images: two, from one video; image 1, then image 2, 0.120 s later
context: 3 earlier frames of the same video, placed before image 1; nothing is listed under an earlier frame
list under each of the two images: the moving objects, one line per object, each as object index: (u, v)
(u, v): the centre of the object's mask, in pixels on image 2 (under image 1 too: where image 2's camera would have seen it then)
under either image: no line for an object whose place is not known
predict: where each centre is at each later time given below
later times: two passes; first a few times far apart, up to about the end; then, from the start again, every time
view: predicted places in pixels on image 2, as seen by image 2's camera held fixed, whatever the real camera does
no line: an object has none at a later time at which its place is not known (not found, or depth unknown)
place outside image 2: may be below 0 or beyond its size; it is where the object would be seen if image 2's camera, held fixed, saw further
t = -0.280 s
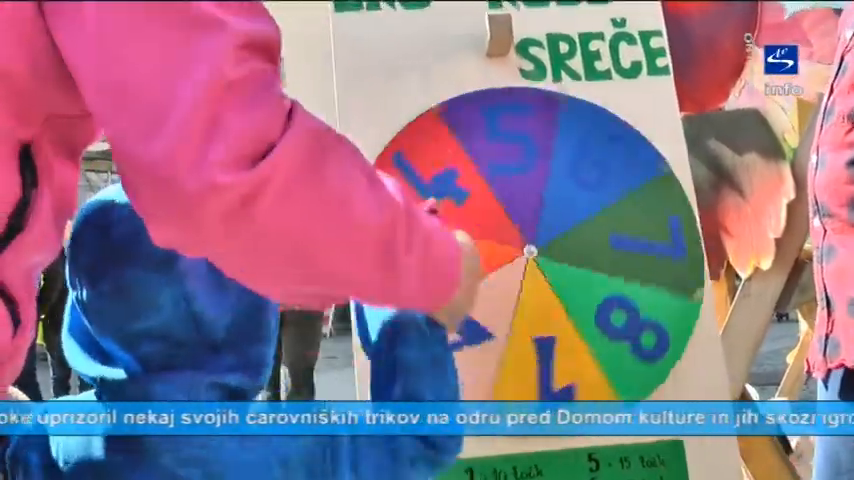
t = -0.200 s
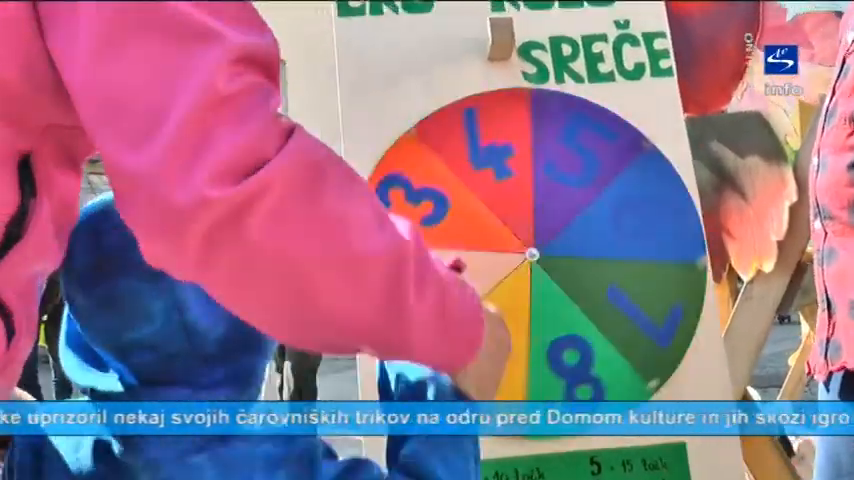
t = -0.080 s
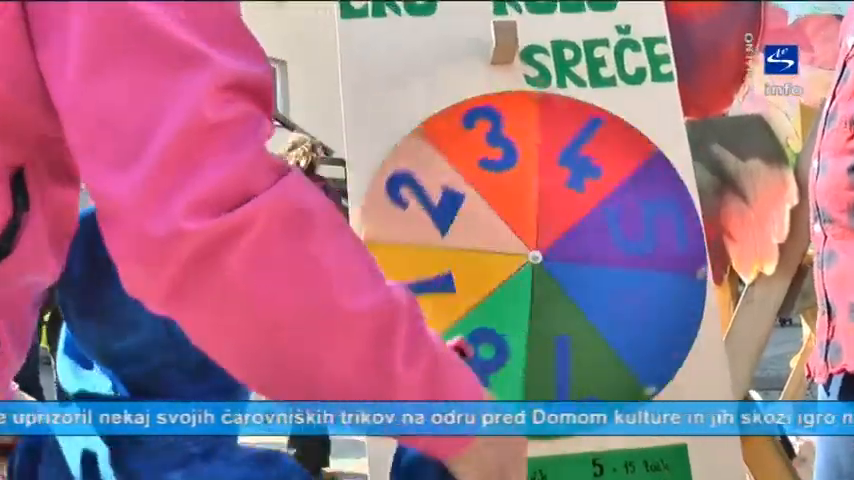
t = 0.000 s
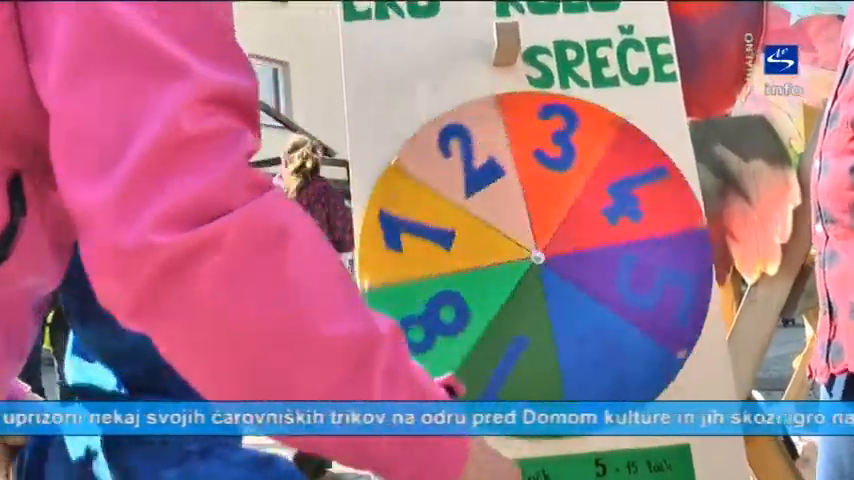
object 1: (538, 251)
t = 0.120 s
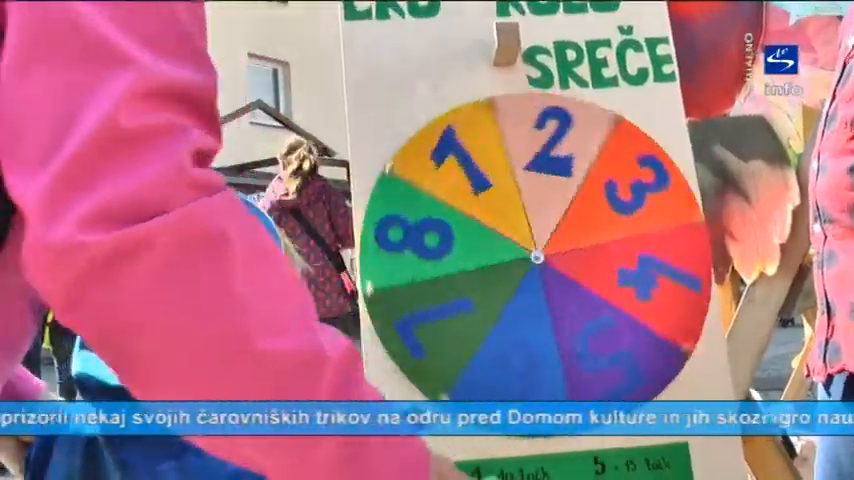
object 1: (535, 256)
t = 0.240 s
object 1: (536, 257)
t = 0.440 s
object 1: (536, 258)
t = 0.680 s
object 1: (533, 257)
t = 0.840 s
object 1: (532, 258)
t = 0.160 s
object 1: (535, 256)
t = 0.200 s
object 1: (536, 256)
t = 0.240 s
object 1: (536, 257)
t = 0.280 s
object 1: (536, 257)
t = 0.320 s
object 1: (536, 257)
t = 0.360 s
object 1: (536, 257)
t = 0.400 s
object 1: (536, 257)
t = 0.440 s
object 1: (536, 258)
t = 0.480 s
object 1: (535, 258)
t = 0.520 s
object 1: (535, 257)
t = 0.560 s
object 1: (535, 257)
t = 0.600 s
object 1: (534, 257)
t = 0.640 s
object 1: (534, 257)
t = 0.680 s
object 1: (533, 257)
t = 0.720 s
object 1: (533, 257)
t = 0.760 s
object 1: (533, 257)
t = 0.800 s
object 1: (532, 258)
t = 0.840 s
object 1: (532, 258)
